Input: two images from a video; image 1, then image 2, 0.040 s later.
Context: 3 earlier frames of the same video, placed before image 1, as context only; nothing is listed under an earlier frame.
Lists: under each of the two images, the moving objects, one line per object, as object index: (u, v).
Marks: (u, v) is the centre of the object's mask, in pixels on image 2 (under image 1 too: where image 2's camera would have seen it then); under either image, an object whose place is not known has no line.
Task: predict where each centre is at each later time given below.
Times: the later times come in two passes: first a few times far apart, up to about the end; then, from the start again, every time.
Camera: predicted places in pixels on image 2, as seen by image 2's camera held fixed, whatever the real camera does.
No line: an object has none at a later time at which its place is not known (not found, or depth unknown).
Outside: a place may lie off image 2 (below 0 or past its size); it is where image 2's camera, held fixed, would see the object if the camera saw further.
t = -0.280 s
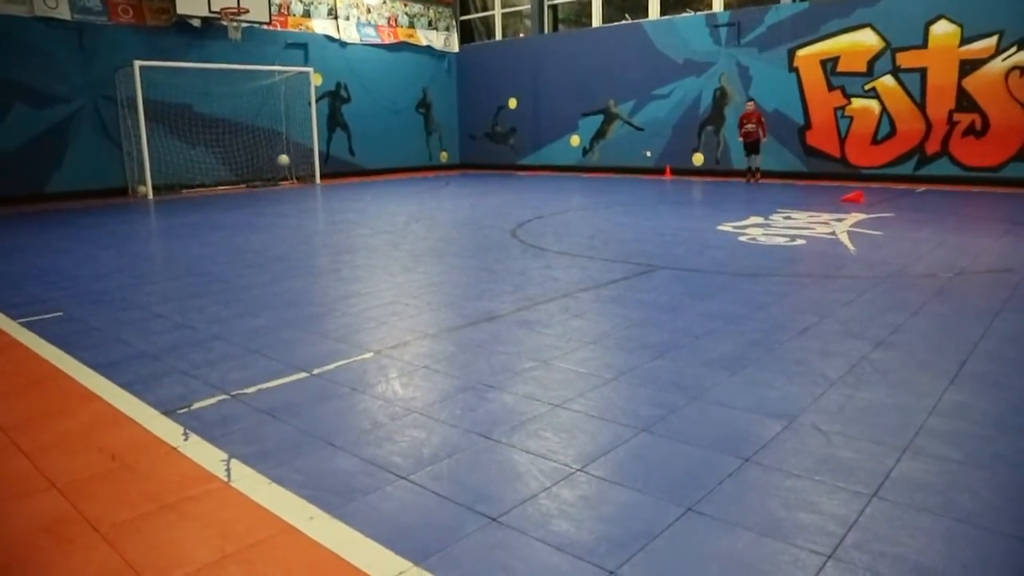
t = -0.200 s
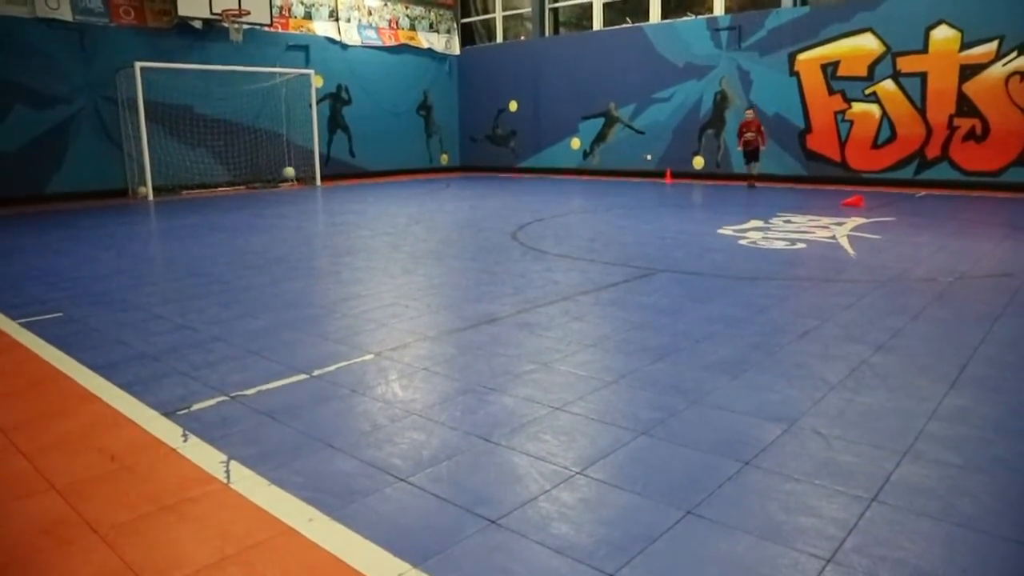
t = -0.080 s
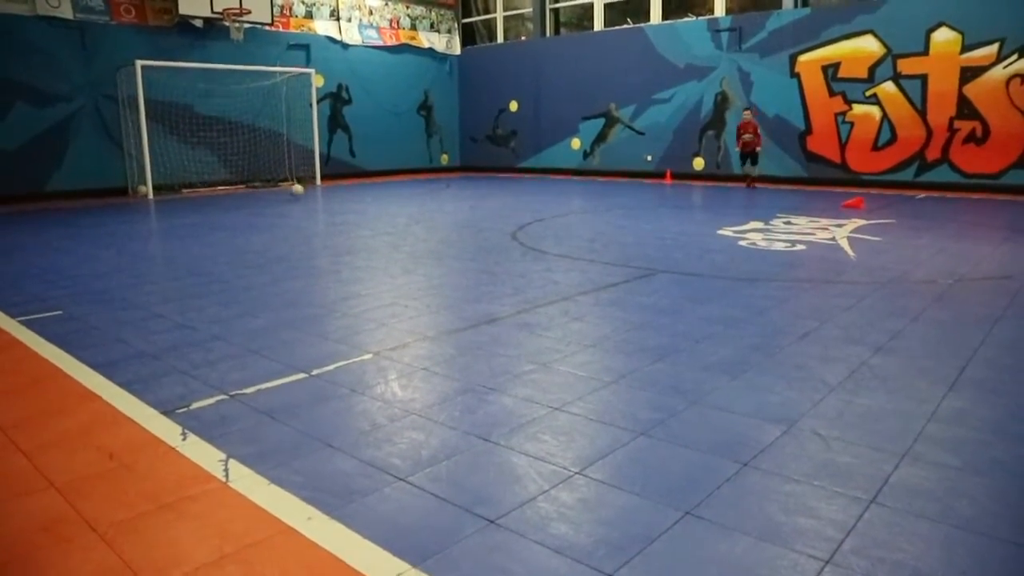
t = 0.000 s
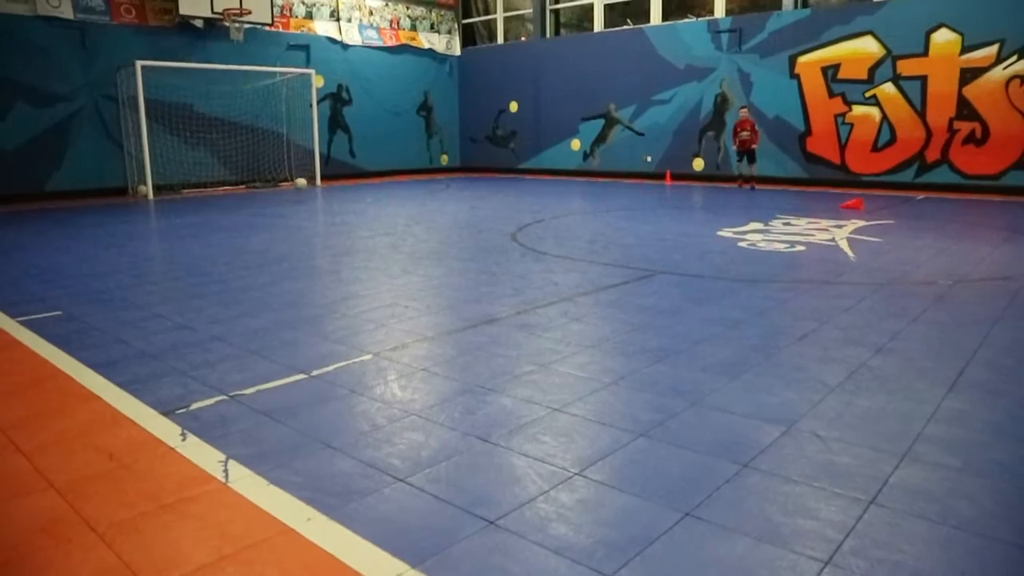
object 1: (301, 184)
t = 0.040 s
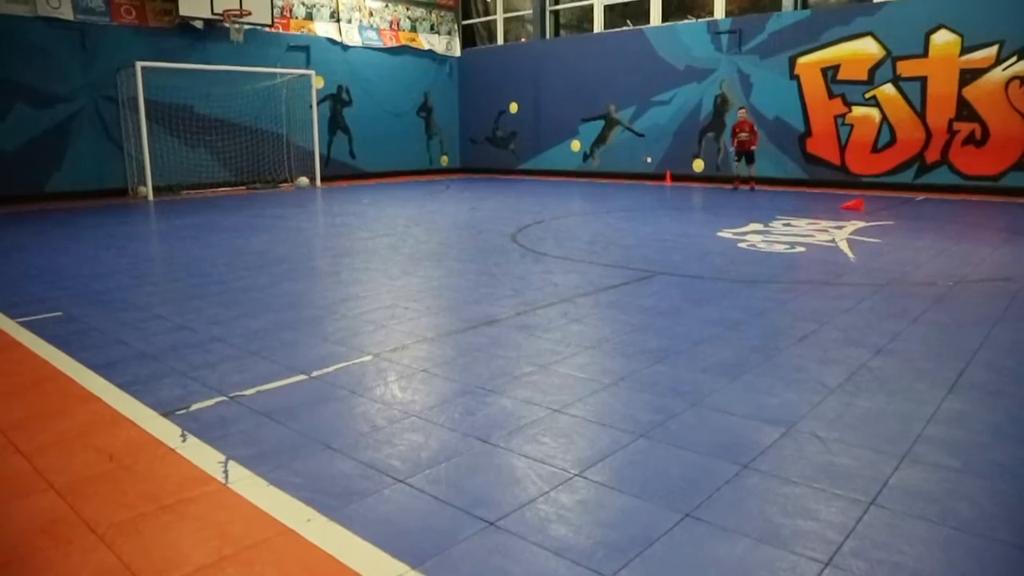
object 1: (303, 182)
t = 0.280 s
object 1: (317, 196)
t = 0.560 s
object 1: (335, 204)
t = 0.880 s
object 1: (362, 213)
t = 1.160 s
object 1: (393, 221)
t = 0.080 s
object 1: (304, 182)
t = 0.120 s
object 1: (306, 182)
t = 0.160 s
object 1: (309, 184)
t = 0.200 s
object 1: (312, 186)
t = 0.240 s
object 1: (314, 190)
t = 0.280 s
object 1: (317, 196)
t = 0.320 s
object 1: (320, 199)
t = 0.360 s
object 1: (322, 197)
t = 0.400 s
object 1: (324, 197)
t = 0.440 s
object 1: (327, 197)
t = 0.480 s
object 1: (330, 199)
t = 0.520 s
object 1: (333, 202)
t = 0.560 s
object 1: (335, 204)
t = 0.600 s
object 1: (338, 203)
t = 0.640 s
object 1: (341, 204)
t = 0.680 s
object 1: (344, 206)
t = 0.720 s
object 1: (347, 208)
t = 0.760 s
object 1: (351, 209)
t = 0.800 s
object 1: (355, 211)
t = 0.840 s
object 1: (358, 211)
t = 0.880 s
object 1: (362, 213)
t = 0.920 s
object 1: (366, 213)
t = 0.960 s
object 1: (370, 215)
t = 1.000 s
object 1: (375, 216)
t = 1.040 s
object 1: (379, 217)
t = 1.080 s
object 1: (383, 218)
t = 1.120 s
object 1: (388, 219)
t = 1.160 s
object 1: (393, 221)
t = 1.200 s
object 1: (397, 222)
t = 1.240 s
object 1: (402, 223)
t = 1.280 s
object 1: (407, 224)
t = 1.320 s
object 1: (411, 225)
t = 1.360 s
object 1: (417, 226)
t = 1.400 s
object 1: (421, 228)
